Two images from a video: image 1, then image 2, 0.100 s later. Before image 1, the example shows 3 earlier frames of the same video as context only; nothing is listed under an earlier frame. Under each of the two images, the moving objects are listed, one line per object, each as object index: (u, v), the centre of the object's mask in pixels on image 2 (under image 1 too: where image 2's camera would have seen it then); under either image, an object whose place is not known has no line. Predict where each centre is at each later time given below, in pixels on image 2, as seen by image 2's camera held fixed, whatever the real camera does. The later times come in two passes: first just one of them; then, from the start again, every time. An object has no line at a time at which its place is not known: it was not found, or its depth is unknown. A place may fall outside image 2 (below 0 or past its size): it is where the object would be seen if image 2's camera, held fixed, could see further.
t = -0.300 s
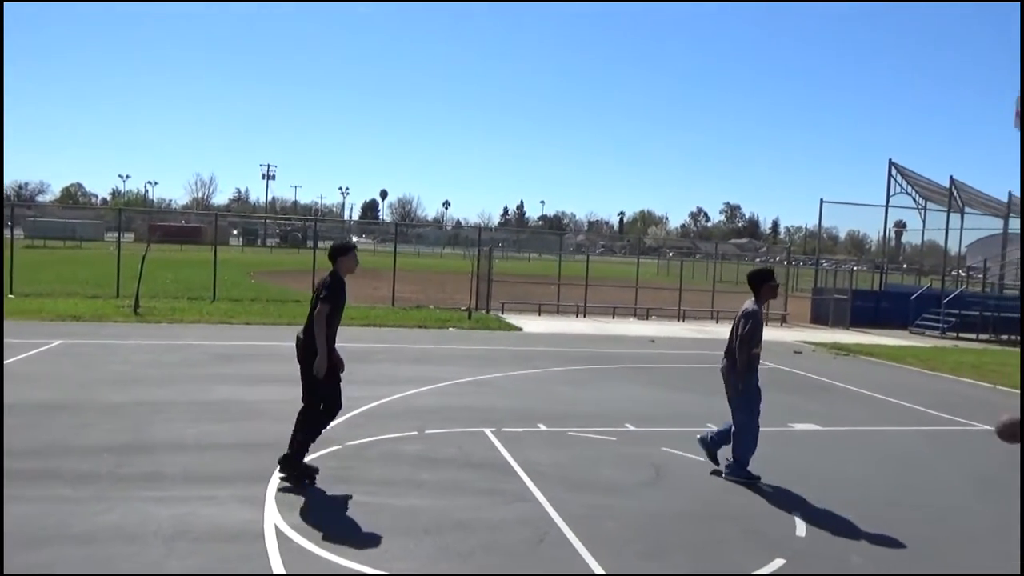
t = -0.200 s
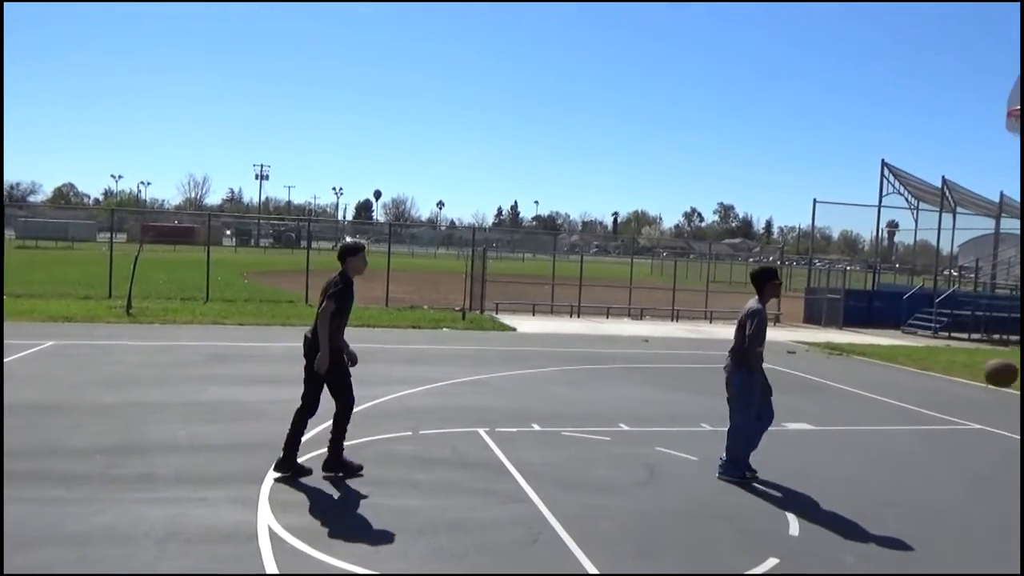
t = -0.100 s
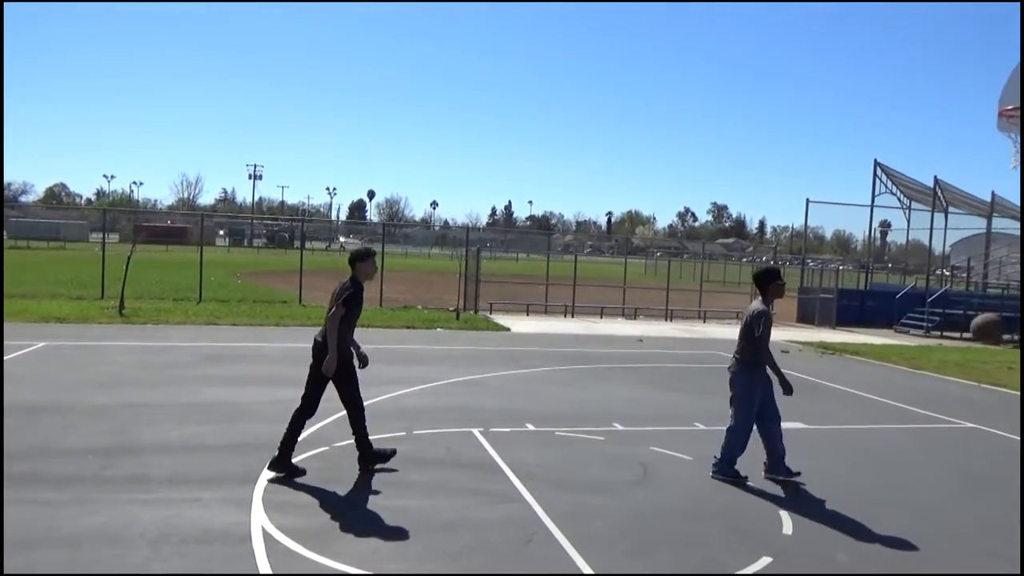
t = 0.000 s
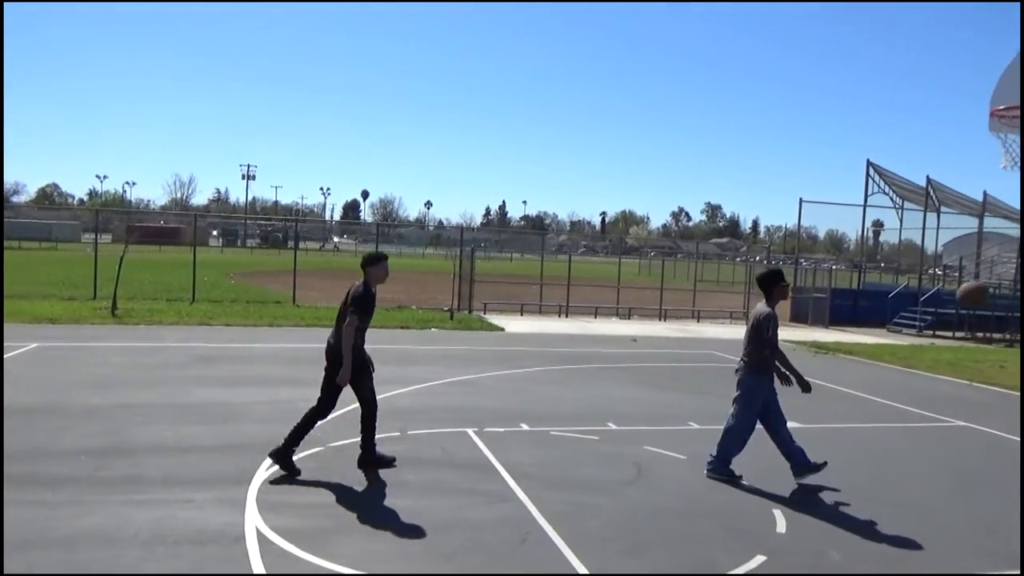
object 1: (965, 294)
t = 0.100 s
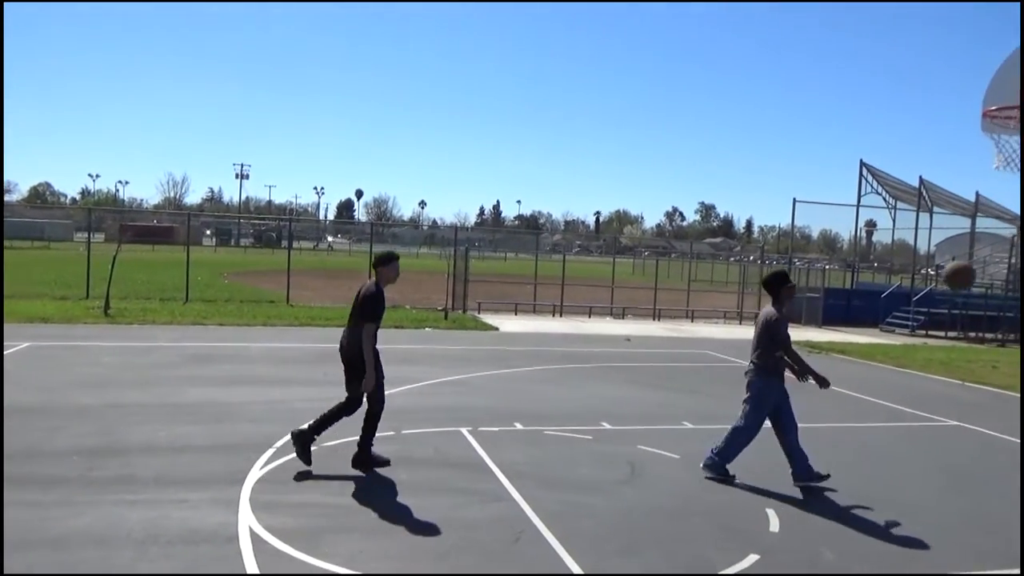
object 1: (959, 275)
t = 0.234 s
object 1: (948, 266)
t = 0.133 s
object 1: (956, 271)
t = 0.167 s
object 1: (954, 268)
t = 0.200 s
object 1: (951, 267)
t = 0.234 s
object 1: (948, 266)
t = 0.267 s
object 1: (945, 267)
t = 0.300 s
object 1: (941, 269)
